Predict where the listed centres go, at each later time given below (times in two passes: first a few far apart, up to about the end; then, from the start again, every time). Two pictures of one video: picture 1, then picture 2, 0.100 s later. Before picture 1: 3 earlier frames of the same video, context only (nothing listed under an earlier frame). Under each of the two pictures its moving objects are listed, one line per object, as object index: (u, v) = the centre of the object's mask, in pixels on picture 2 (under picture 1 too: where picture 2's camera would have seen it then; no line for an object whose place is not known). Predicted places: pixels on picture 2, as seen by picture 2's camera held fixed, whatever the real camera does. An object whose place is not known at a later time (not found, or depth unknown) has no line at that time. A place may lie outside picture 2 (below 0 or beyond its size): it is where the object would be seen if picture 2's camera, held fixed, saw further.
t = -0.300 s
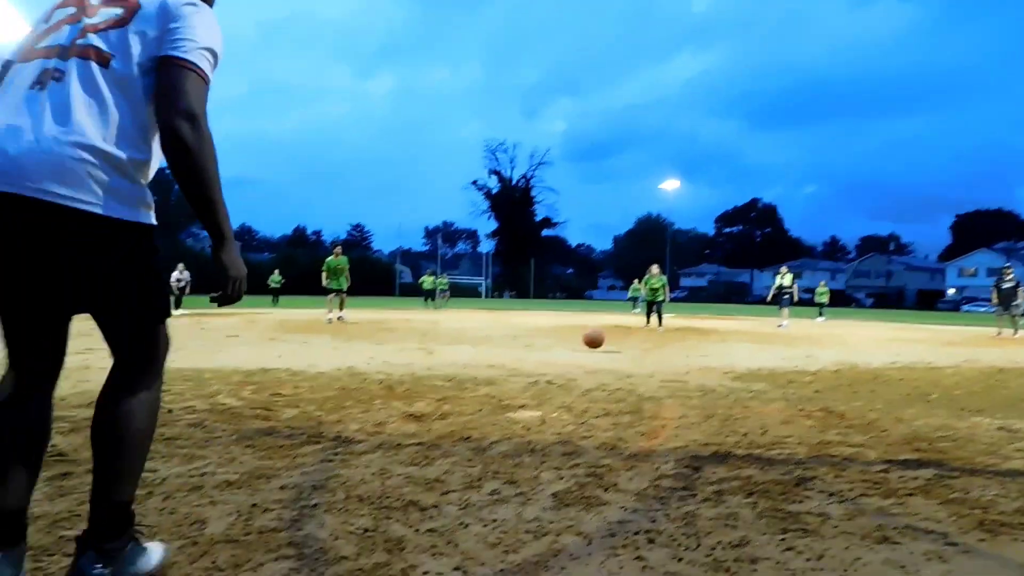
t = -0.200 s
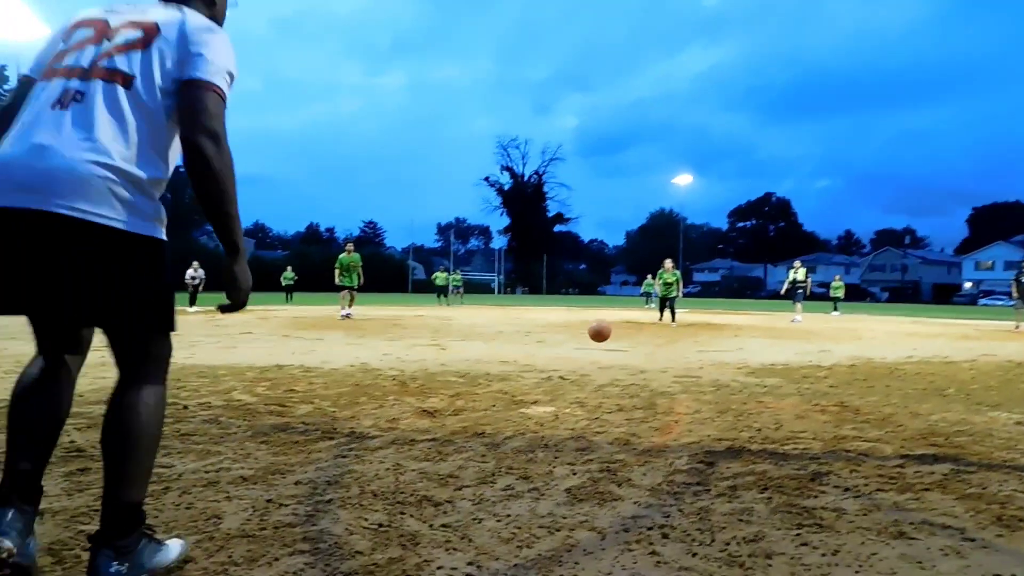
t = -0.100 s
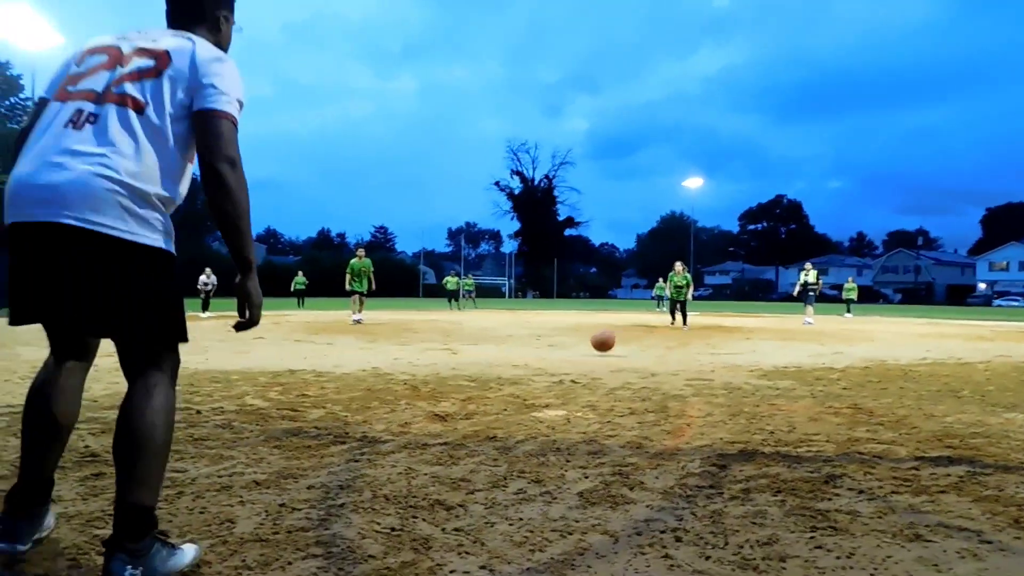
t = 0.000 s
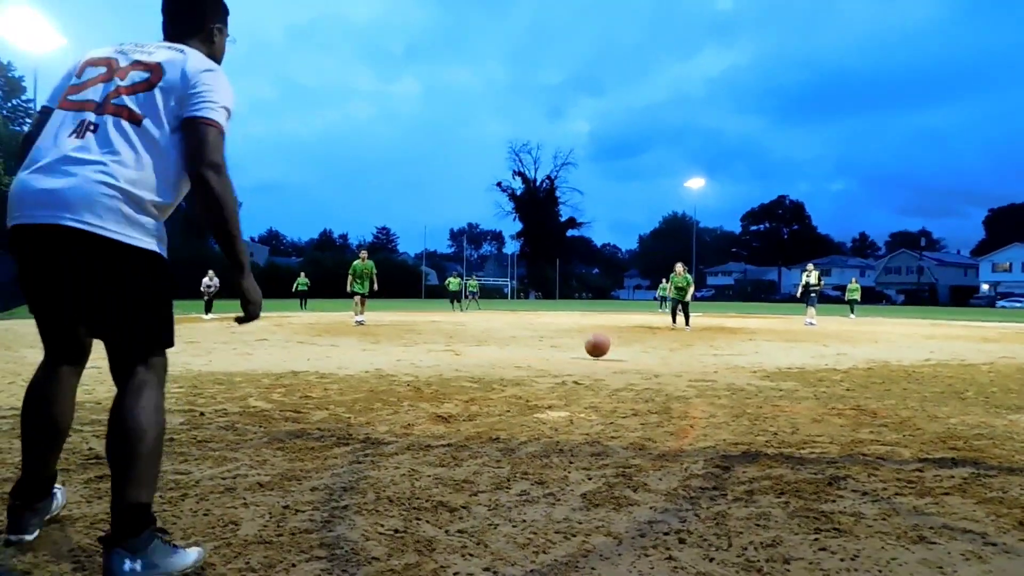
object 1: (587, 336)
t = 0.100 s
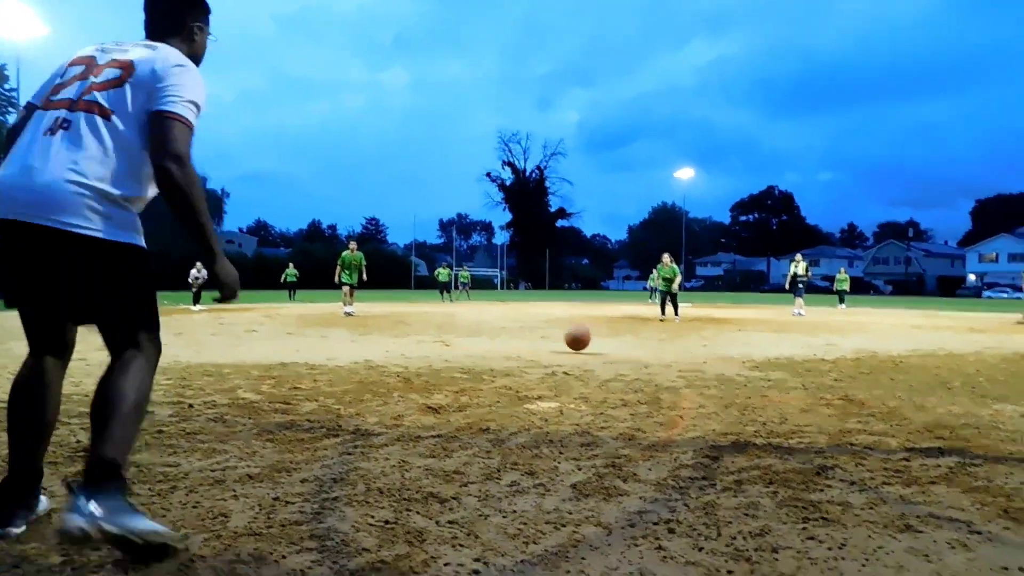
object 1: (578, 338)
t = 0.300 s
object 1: (556, 346)
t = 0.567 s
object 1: (520, 352)
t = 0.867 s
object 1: (466, 362)
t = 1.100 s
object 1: (405, 381)
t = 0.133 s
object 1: (575, 340)
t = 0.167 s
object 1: (571, 343)
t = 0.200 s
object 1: (568, 343)
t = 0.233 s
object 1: (564, 343)
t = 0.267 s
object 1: (560, 344)
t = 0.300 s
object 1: (556, 346)
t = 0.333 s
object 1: (553, 347)
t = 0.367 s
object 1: (549, 347)
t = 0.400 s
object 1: (544, 346)
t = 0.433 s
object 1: (540, 348)
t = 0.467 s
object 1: (535, 351)
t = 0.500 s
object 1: (530, 354)
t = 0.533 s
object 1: (525, 354)
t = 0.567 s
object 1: (520, 352)
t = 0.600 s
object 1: (515, 350)
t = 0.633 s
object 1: (510, 349)
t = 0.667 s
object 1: (505, 349)
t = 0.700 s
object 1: (499, 351)
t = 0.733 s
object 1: (493, 354)
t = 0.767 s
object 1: (486, 359)
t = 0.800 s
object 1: (480, 366)
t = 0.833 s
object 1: (473, 365)
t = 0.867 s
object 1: (466, 362)
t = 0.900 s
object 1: (458, 359)
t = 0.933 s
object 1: (450, 358)
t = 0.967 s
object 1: (441, 359)
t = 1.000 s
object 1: (432, 362)
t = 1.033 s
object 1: (423, 367)
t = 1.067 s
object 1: (414, 374)
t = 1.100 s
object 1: (405, 381)
